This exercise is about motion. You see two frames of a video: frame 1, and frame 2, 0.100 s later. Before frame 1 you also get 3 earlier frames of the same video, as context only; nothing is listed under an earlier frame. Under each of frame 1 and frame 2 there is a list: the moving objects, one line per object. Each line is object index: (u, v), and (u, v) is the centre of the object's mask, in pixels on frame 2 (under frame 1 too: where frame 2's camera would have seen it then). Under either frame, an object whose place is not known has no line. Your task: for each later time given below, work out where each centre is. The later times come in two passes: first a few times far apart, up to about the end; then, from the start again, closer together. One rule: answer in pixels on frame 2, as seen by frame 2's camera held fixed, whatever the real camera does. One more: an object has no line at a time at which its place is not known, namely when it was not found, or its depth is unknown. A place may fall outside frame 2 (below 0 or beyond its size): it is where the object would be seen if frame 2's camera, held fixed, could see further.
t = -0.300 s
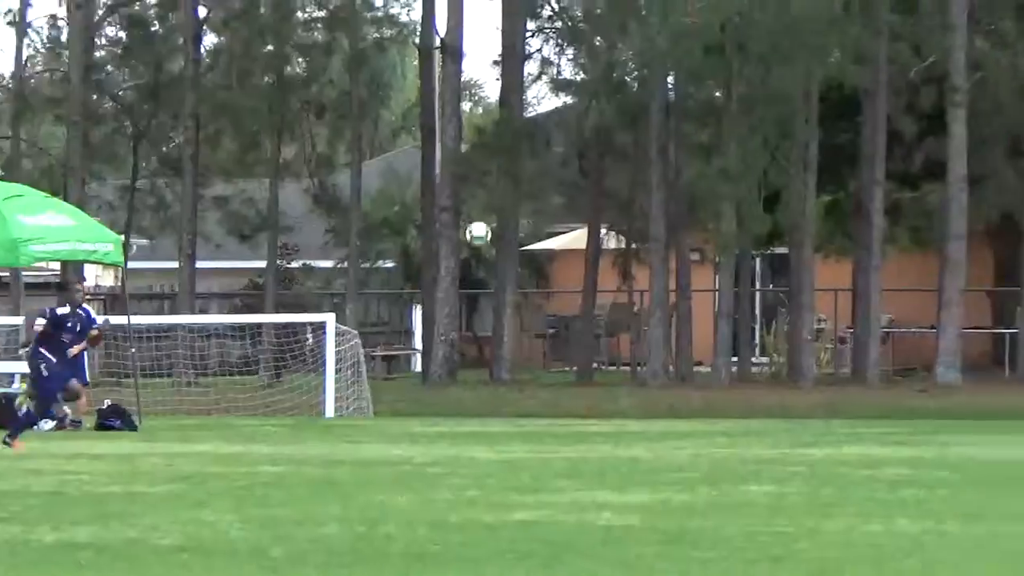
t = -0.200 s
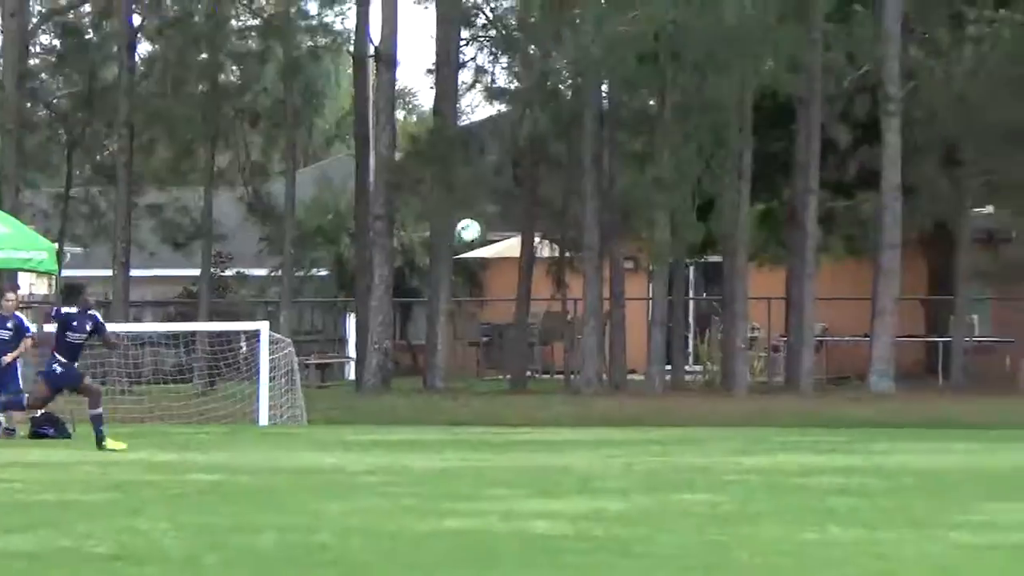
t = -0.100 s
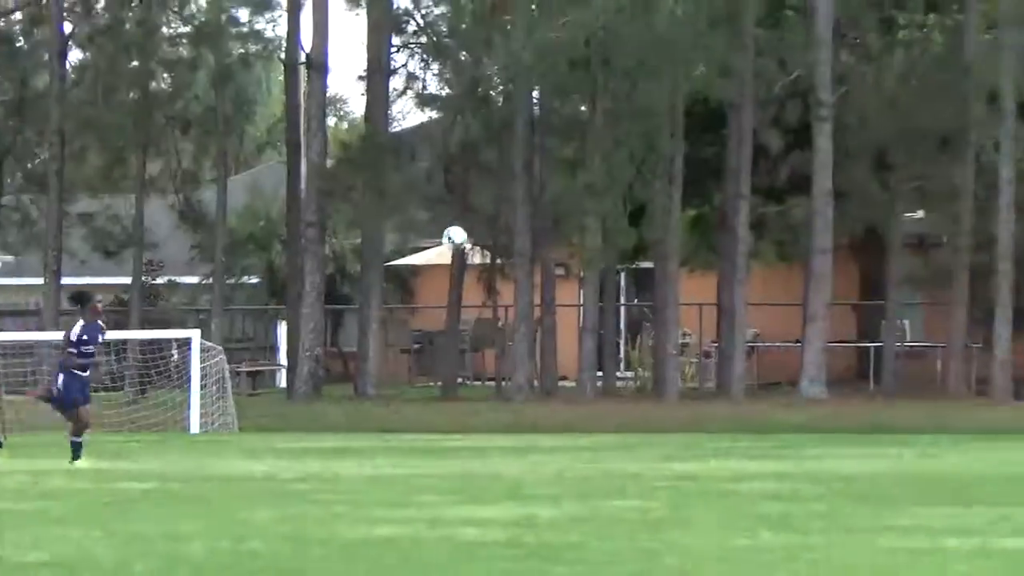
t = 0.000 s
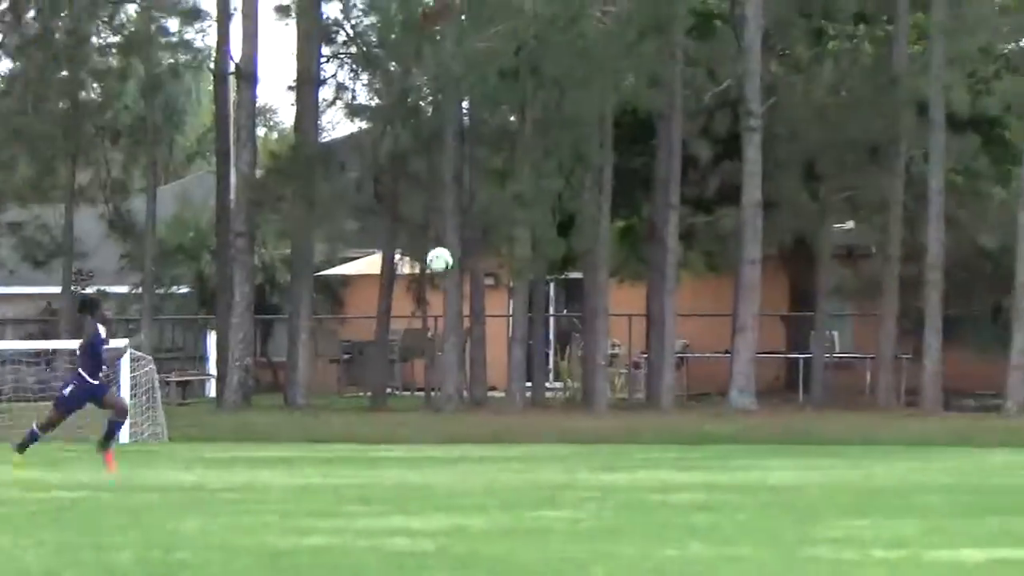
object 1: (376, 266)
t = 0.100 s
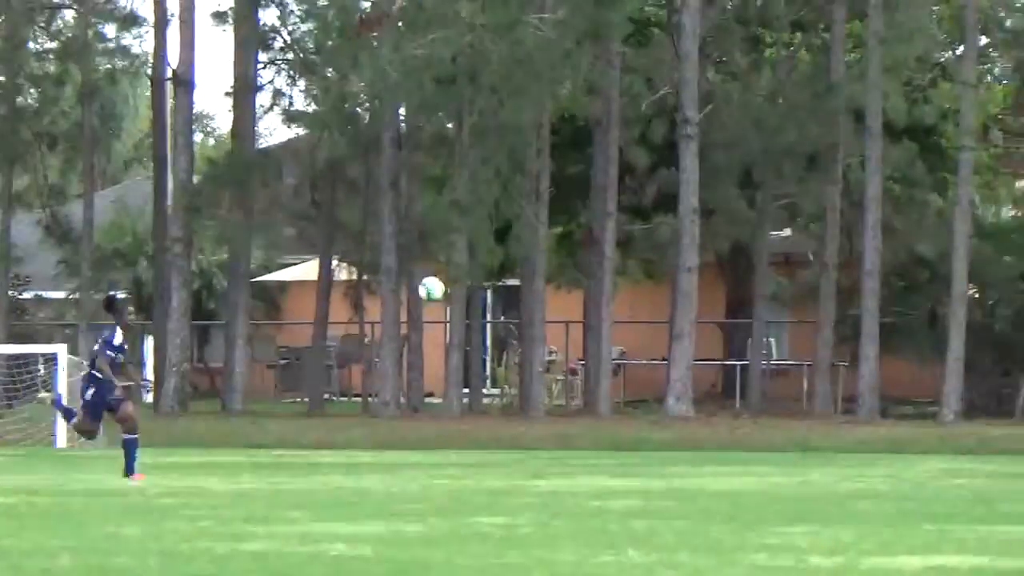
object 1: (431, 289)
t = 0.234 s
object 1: (502, 340)
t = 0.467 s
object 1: (625, 473)
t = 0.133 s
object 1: (450, 299)
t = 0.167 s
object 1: (467, 312)
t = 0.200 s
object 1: (485, 327)
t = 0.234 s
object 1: (502, 340)
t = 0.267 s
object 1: (520, 353)
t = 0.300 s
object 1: (539, 372)
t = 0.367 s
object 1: (574, 409)
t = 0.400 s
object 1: (591, 429)
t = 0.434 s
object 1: (608, 451)
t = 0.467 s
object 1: (625, 473)
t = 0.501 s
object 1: (645, 471)
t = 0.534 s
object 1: (663, 456)
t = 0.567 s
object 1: (684, 442)
